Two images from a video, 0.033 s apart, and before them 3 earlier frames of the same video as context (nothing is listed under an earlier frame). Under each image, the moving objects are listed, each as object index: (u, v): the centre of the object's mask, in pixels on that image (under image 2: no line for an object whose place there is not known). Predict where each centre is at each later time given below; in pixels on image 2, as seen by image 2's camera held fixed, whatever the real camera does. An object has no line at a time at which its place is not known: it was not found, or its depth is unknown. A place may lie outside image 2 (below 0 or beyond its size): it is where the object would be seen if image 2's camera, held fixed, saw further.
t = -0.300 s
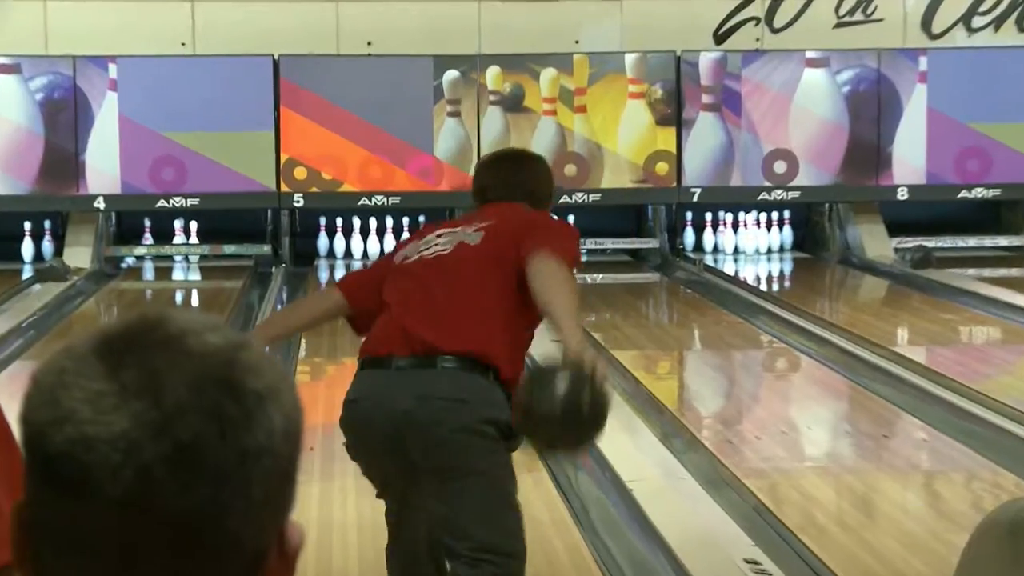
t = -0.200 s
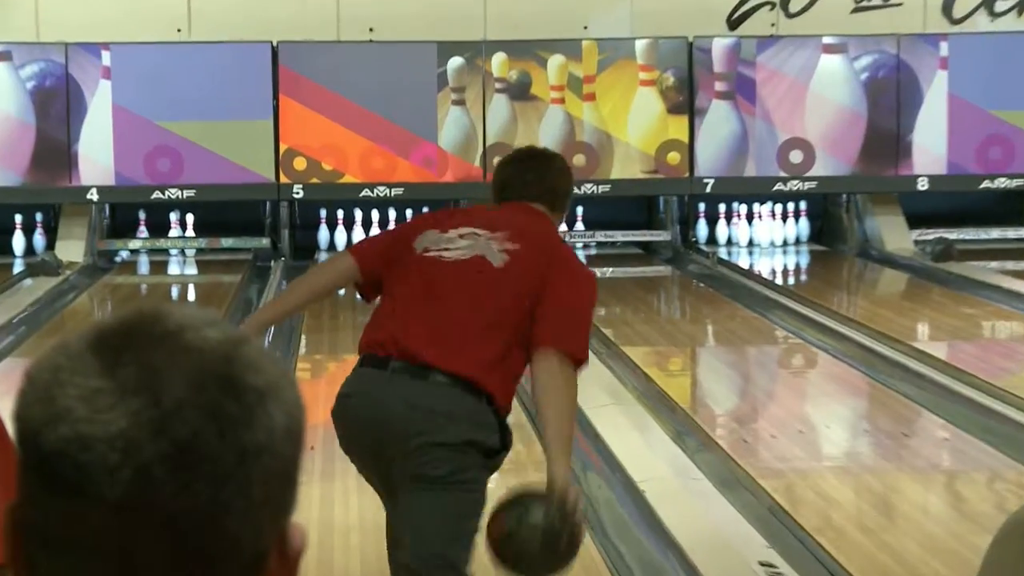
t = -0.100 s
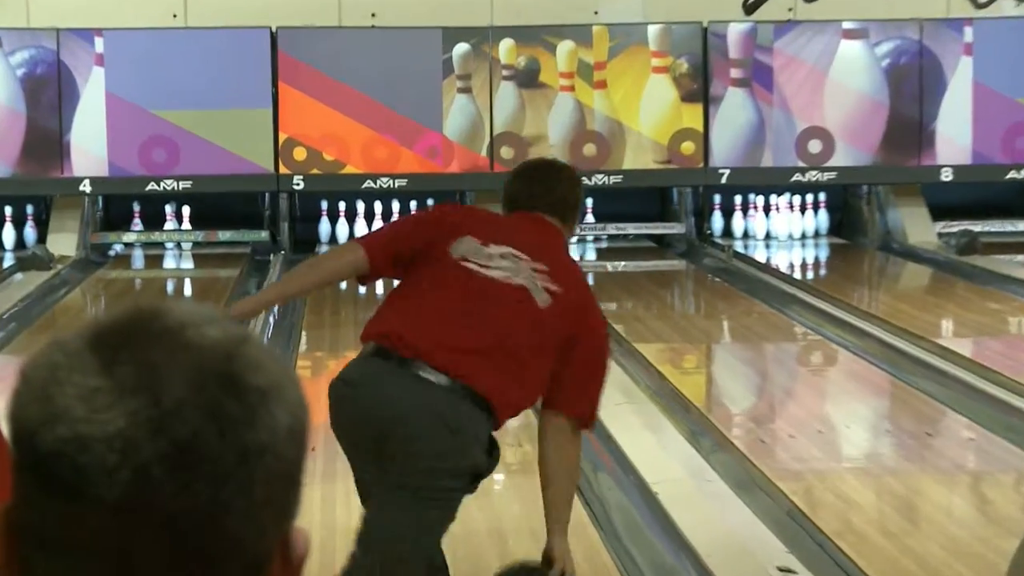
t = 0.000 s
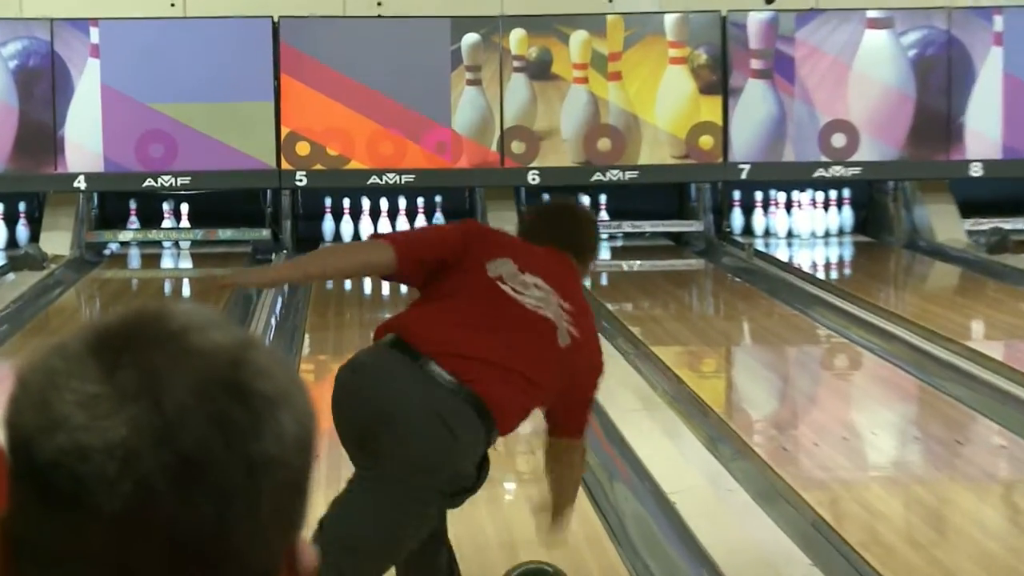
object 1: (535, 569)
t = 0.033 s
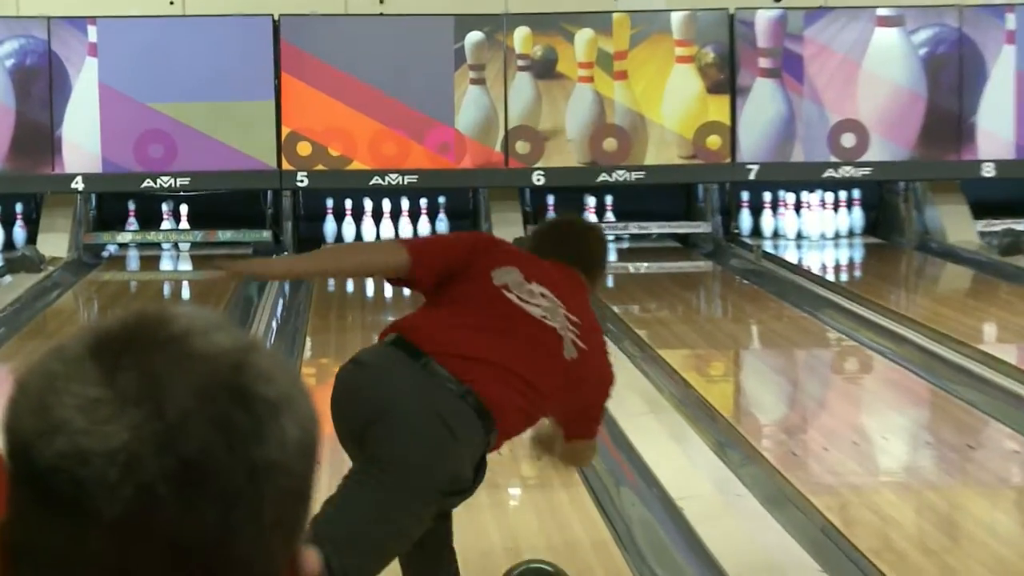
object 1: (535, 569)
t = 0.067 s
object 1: (530, 559)
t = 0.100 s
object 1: (525, 549)
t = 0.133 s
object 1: (520, 540)
